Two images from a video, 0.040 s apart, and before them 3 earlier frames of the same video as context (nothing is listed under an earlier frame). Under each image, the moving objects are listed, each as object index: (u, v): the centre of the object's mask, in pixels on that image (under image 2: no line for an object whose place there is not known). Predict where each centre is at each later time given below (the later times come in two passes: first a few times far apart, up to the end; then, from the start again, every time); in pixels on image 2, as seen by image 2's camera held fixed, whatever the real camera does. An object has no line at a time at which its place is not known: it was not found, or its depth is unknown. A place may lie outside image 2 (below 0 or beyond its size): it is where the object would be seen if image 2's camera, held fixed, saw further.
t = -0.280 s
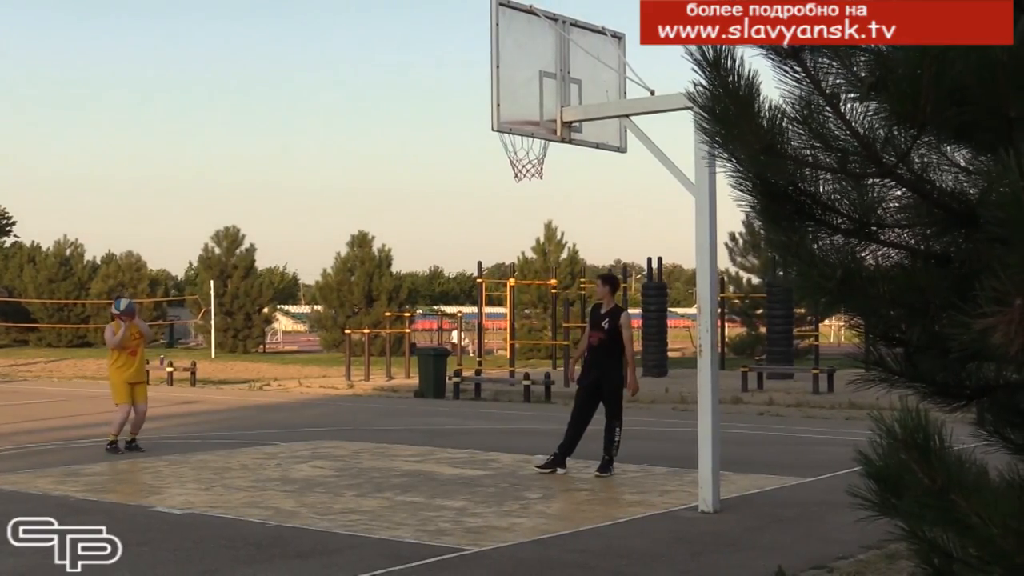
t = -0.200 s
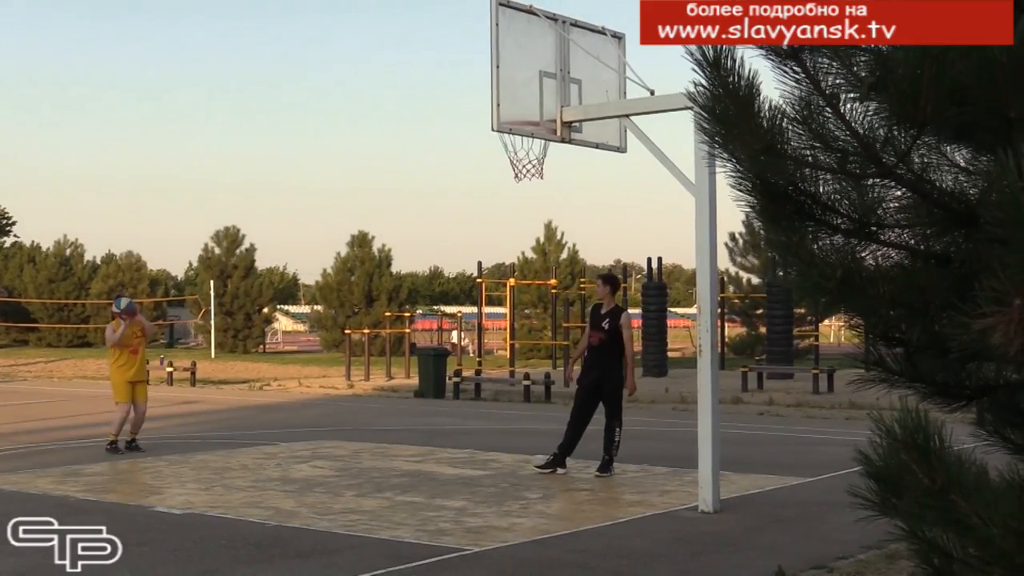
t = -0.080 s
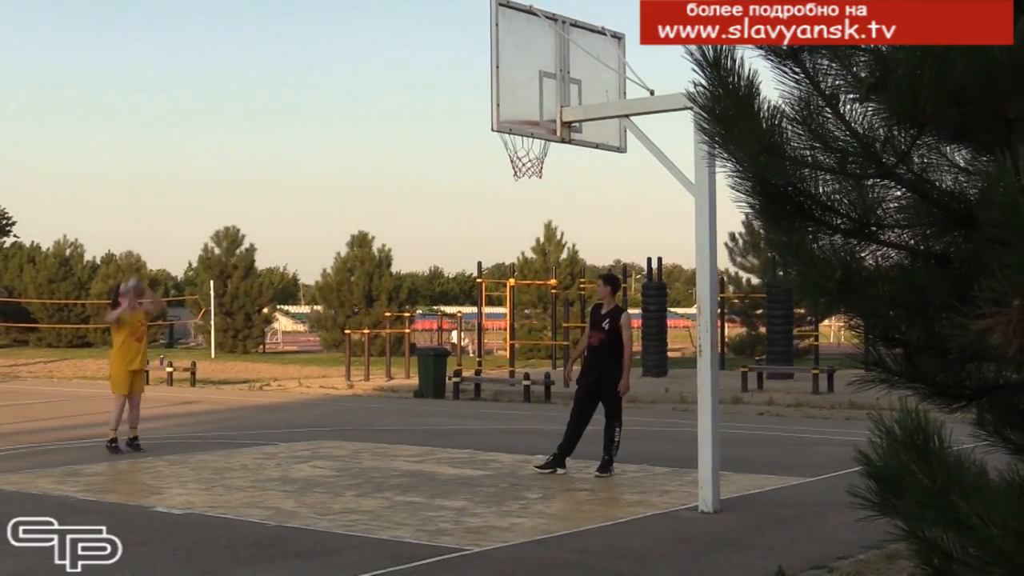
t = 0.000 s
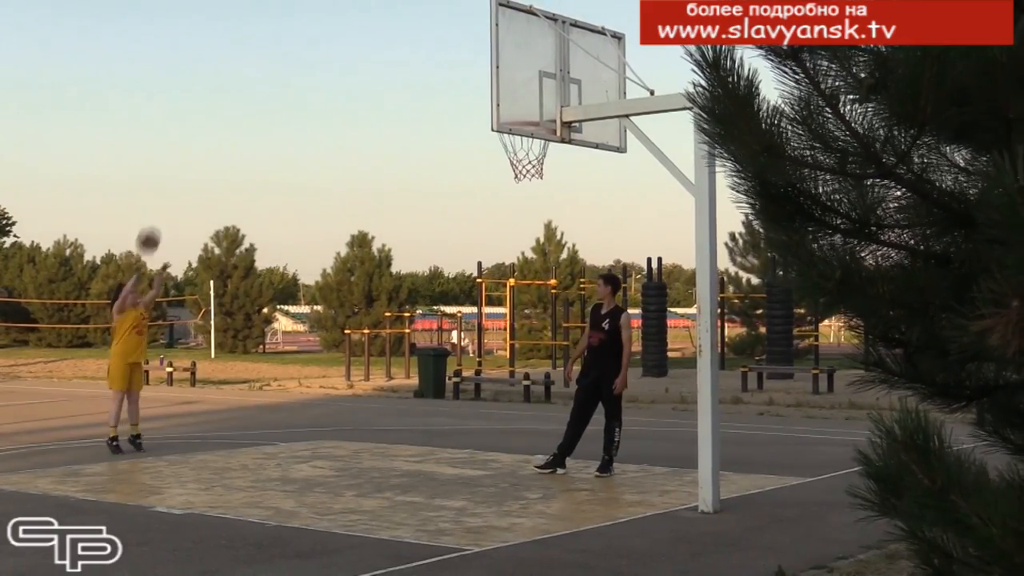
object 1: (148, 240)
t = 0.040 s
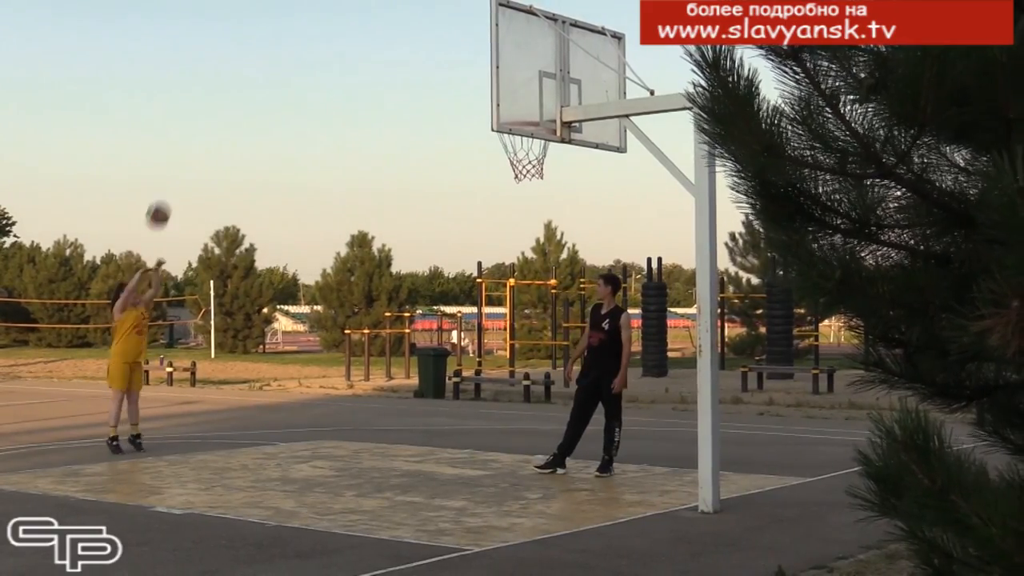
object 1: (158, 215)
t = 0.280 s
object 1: (221, 85)
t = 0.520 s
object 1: (289, 8)
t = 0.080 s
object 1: (168, 190)
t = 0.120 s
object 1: (178, 166)
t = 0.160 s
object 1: (189, 144)
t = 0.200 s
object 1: (199, 124)
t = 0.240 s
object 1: (210, 103)
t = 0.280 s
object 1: (221, 85)
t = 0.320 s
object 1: (232, 68)
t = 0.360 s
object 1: (243, 52)
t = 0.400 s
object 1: (254, 38)
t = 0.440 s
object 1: (265, 26)
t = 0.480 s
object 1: (277, 14)
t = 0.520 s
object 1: (289, 8)
